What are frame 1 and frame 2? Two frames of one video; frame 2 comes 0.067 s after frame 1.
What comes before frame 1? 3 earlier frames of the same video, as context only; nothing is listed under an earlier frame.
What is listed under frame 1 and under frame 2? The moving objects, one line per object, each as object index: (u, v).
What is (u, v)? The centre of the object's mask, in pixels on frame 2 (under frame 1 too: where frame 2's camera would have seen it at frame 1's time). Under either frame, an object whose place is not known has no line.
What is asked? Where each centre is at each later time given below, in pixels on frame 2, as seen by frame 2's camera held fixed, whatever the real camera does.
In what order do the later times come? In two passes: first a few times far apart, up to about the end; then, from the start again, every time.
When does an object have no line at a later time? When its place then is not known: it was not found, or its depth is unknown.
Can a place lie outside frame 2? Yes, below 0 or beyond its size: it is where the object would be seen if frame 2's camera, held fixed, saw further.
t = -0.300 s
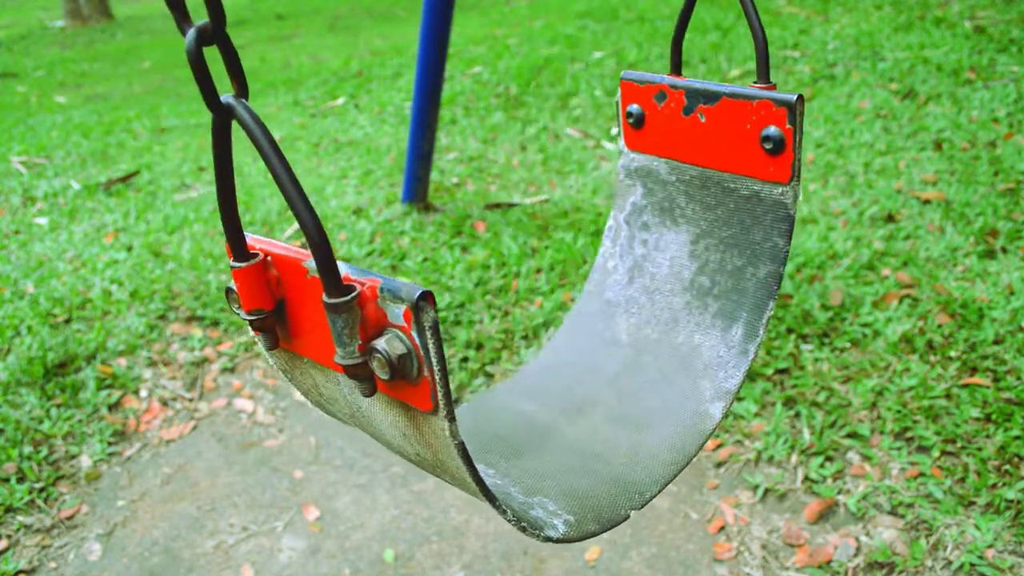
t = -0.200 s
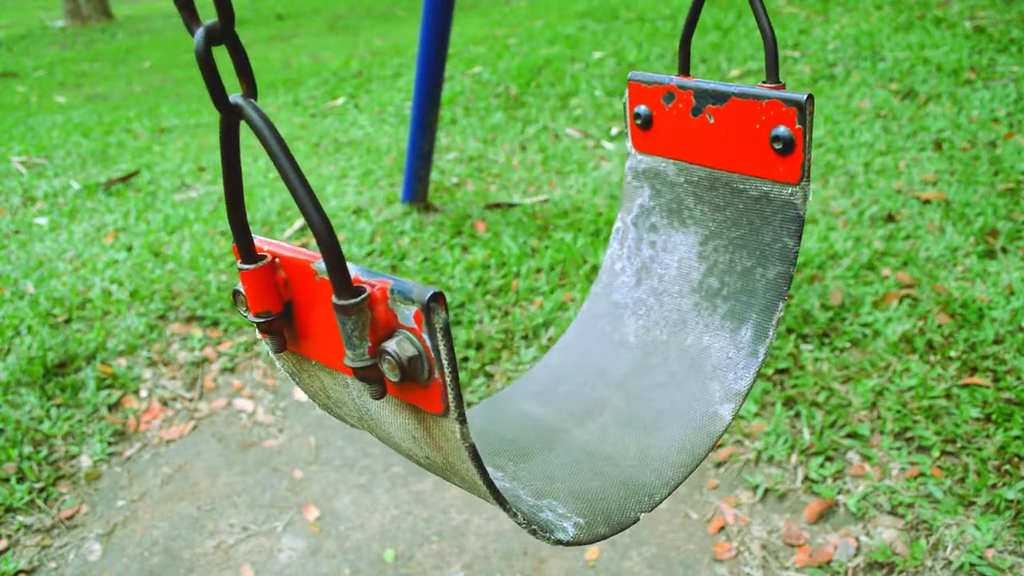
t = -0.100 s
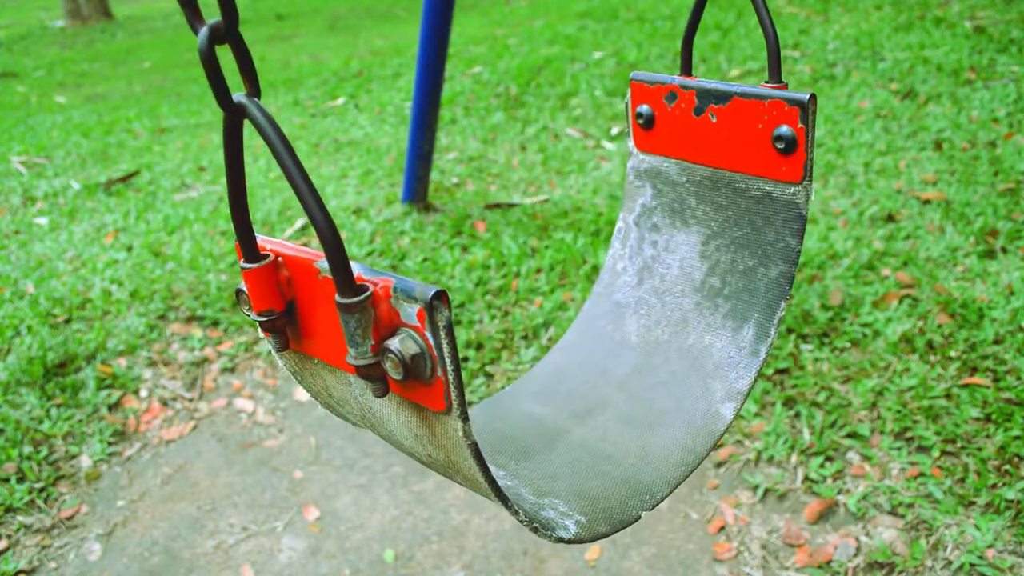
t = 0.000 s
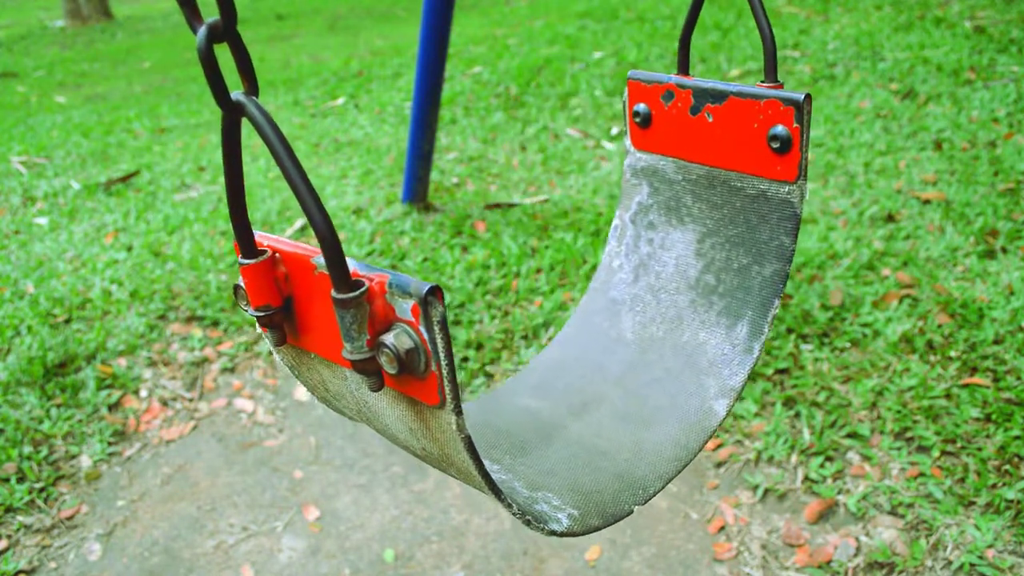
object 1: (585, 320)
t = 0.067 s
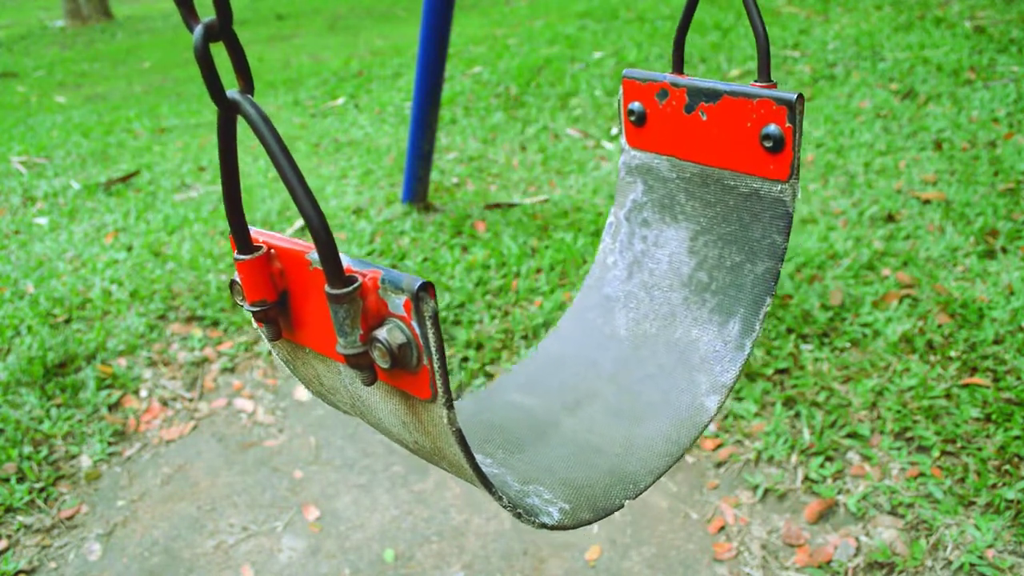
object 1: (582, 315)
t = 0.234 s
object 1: (554, 304)
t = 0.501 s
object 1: (503, 282)
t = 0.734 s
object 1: (467, 269)
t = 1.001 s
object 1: (451, 266)
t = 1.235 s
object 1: (470, 276)
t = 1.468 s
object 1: (504, 293)
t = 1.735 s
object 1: (558, 311)
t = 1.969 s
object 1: (587, 320)
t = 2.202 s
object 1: (589, 314)
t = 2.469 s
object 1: (552, 298)
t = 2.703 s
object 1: (507, 281)
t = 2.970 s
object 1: (465, 267)
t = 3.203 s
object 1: (455, 265)
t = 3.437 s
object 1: (470, 274)
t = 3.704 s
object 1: (514, 293)
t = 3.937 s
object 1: (555, 310)
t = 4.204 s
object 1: (590, 318)
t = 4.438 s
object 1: (582, 313)
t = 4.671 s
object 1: (551, 299)
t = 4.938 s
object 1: (501, 280)
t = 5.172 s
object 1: (464, 269)
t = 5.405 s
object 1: (453, 267)
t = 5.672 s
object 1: (473, 277)
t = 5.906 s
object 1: (517, 292)
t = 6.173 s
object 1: (568, 309)
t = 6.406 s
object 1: (590, 316)
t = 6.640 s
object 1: (585, 311)
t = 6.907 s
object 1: (542, 297)
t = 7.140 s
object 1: (497, 282)
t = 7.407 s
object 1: (464, 271)
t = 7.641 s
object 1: (454, 269)
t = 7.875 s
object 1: (474, 278)
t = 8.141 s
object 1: (520, 294)
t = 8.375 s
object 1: (567, 308)
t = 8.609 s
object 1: (589, 315)
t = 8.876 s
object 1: (576, 311)
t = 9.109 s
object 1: (540, 299)
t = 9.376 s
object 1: (492, 283)
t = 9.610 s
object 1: (466, 271)
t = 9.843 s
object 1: (461, 269)
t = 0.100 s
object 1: (574, 314)
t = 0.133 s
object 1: (571, 312)
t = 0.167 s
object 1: (569, 309)
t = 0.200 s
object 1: (559, 307)
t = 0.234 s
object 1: (554, 304)
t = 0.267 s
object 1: (550, 301)
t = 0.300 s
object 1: (541, 298)
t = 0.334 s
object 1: (538, 295)
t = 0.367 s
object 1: (528, 293)
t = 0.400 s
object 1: (525, 290)
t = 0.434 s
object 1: (515, 287)
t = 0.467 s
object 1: (510, 285)
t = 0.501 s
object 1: (503, 282)
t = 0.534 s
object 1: (497, 280)
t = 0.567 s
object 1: (494, 278)
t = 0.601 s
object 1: (486, 275)
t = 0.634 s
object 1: (481, 273)
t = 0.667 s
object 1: (479, 272)
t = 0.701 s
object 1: (472, 270)
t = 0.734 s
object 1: (467, 269)
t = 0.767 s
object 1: (465, 267)
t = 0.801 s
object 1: (463, 267)
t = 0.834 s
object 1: (461, 266)
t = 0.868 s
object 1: (458, 265)
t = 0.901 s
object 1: (457, 265)
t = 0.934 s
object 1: (452, 265)
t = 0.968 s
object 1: (451, 265)
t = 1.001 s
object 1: (451, 266)
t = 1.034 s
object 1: (452, 267)
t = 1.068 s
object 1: (452, 267)
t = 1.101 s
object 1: (454, 269)
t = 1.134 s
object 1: (459, 270)
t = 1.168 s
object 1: (460, 272)
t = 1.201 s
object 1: (466, 273)
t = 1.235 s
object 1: (470, 276)
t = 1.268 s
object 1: (470, 278)
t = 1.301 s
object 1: (474, 280)
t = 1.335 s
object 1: (483, 283)
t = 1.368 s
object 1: (489, 285)
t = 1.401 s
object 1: (491, 288)
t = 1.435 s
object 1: (500, 290)
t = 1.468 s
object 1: (504, 293)
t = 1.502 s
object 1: (510, 296)
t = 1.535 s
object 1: (517, 298)
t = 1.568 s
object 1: (523, 301)
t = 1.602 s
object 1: (530, 303)
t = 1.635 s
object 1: (537, 306)
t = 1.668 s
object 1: (545, 308)
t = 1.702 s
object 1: (550, 310)
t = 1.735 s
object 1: (558, 311)
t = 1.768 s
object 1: (561, 314)
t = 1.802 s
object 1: (570, 315)
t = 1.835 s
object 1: (572, 316)
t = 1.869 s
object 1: (576, 318)
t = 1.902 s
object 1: (583, 318)
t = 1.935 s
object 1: (584, 319)
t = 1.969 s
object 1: (587, 320)
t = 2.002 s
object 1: (591, 319)
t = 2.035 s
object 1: (592, 319)
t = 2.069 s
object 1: (593, 319)
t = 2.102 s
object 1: (593, 318)
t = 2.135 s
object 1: (592, 317)
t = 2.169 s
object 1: (591, 316)
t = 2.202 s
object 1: (589, 314)
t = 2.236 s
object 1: (583, 313)
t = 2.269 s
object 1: (581, 312)
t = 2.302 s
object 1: (576, 310)
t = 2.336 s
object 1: (570, 308)
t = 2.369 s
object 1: (566, 305)
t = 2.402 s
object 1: (564, 303)
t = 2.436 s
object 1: (555, 301)
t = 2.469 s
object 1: (552, 298)
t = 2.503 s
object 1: (543, 296)
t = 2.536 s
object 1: (536, 293)
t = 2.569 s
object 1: (530, 290)
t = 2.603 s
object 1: (524, 288)
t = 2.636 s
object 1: (520, 285)
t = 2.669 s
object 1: (511, 283)
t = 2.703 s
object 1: (507, 281)
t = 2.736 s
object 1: (498, 279)
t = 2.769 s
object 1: (495, 276)
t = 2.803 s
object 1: (491, 274)
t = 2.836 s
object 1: (483, 273)
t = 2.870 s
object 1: (480, 271)
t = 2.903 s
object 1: (476, 270)
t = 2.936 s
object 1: (469, 268)
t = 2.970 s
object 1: (465, 267)
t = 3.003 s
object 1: (463, 266)
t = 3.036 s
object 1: (459, 266)
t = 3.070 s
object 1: (456, 265)
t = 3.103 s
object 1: (456, 265)
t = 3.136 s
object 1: (457, 264)
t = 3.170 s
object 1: (456, 265)
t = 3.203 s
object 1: (455, 265)
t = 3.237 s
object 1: (456, 266)
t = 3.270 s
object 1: (454, 267)
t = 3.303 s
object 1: (456, 268)
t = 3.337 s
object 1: (461, 269)
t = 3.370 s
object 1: (461, 271)
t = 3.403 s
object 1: (467, 272)
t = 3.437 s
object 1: (470, 274)
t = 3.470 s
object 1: (472, 276)
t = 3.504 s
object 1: (476, 279)
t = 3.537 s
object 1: (484, 281)
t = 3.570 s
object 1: (487, 283)
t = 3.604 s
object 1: (493, 286)
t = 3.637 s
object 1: (501, 288)
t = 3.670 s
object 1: (505, 291)
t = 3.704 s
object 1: (514, 293)
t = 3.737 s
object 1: (518, 296)
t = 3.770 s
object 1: (527, 299)
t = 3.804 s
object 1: (531, 301)
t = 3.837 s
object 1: (541, 303)
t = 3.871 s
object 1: (543, 306)
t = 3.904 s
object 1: (549, 308)
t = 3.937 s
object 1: (555, 310)
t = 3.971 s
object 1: (560, 312)
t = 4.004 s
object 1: (569, 313)
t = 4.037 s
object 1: (571, 315)
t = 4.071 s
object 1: (578, 316)
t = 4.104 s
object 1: (579, 317)
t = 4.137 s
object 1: (583, 318)
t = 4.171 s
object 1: (586, 319)
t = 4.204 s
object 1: (590, 318)
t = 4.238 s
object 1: (591, 318)
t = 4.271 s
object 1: (591, 318)
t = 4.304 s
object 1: (591, 318)
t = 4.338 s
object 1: (591, 317)
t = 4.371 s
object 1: (589, 316)
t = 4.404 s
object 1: (585, 315)
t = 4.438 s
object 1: (582, 313)
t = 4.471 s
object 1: (579, 312)
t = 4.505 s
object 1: (577, 309)
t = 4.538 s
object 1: (570, 308)
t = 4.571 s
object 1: (568, 305)
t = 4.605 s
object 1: (560, 304)
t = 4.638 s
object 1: (554, 301)
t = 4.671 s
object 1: (551, 299)
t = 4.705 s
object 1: (542, 297)
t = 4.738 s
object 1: (538, 294)
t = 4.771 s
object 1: (530, 292)
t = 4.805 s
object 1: (526, 289)
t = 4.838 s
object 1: (517, 287)
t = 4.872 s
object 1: (511, 285)
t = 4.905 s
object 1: (507, 282)
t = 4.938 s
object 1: (501, 280)
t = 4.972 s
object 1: (495, 278)
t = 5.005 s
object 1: (487, 276)
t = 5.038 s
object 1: (482, 275)
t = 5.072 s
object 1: (480, 273)
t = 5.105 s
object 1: (472, 272)
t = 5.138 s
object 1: (471, 270)
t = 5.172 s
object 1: (464, 269)
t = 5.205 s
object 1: (464, 268)
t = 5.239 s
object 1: (459, 267)
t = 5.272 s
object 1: (460, 267)
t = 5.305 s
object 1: (458, 266)
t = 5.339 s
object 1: (454, 266)
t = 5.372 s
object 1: (453, 266)
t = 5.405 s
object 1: (453, 267)
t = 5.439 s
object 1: (454, 268)
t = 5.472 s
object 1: (455, 268)
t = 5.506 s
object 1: (460, 269)
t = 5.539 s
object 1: (462, 270)
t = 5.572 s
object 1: (465, 272)
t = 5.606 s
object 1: (468, 273)
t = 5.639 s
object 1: (469, 275)
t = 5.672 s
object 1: (473, 277)
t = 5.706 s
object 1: (482, 279)
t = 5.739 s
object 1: (486, 281)
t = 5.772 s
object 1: (488, 284)
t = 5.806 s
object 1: (494, 286)
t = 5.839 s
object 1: (500, 288)
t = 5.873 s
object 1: (507, 290)
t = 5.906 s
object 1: (517, 292)
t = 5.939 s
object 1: (520, 295)
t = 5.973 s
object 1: (529, 297)
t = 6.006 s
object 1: (534, 300)
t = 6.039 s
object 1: (543, 301)
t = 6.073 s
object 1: (546, 304)
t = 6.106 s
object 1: (555, 305)
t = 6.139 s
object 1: (558, 307)
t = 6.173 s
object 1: (568, 309)
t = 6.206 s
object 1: (569, 311)
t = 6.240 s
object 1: (576, 312)
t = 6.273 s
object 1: (578, 313)
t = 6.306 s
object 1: (582, 314)
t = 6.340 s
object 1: (587, 314)
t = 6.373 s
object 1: (590, 315)
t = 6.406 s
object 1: (590, 316)
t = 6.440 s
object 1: (590, 316)
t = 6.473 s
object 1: (591, 315)
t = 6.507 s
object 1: (590, 315)
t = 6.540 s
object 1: (590, 315)
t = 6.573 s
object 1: (588, 314)
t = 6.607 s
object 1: (588, 312)
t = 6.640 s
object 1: (585, 311)
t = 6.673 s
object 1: (579, 310)
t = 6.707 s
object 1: (575, 309)
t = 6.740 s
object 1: (570, 307)
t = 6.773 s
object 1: (565, 305)
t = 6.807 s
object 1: (563, 303)
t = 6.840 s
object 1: (554, 301)
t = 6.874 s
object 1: (551, 299)
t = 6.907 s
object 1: (542, 297)
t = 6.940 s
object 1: (538, 295)
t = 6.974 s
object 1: (529, 293)
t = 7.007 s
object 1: (525, 291)
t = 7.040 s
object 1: (516, 289)
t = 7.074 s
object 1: (513, 286)
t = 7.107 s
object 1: (503, 284)
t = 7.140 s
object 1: (497, 282)
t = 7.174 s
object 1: (492, 281)
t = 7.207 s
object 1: (486, 279)
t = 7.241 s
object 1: (484, 277)
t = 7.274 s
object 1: (477, 276)
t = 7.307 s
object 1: (475, 274)
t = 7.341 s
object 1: (468, 273)
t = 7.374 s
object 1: (467, 271)
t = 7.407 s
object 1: (464, 271)
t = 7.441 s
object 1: (462, 270)
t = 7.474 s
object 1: (459, 269)
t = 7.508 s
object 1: (455, 269)
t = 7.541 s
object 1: (454, 269)
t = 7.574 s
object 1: (453, 269)
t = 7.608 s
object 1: (453, 269)
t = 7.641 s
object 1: (454, 269)
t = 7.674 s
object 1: (455, 270)
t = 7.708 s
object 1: (457, 271)
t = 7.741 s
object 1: (460, 272)
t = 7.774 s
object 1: (466, 273)
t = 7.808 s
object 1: (469, 274)
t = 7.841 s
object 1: (470, 276)
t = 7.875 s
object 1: (474, 278)
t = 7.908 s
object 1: (480, 279)
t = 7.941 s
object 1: (484, 281)
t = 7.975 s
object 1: (489, 283)
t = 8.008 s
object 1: (499, 285)
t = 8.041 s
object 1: (502, 287)
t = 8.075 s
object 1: (511, 289)
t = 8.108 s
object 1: (514, 292)
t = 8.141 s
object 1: (520, 294)
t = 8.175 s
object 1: (527, 296)
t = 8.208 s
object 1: (534, 299)
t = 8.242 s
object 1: (539, 301)
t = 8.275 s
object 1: (546, 303)
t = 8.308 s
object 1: (552, 304)
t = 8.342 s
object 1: (557, 306)
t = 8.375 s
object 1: (567, 308)
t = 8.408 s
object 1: (567, 310)
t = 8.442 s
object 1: (572, 311)
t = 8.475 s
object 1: (579, 312)
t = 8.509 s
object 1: (580, 313)
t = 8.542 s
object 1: (582, 314)
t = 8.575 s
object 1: (587, 314)
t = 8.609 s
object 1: (589, 315)
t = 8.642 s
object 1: (590, 315)
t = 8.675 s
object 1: (590, 315)
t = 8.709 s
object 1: (590, 315)
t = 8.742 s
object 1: (589, 315)
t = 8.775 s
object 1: (587, 314)
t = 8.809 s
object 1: (582, 314)
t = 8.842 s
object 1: (580, 313)
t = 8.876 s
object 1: (576, 311)
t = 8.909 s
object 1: (572, 310)
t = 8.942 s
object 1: (568, 308)
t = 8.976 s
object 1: (566, 306)
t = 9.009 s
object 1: (557, 305)
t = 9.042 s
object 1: (555, 303)
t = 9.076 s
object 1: (546, 301)
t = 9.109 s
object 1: (540, 299)
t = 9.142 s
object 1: (534, 297)
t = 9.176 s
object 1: (528, 295)
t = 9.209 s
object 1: (524, 293)
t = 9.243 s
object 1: (515, 291)
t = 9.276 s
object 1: (512, 288)
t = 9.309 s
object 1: (503, 286)
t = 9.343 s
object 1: (501, 284)
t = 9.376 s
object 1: (492, 283)
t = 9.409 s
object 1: (490, 280)
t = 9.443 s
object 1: (485, 279)
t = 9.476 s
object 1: (477, 277)
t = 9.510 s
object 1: (476, 275)
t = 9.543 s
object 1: (472, 274)
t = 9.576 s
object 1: (468, 272)
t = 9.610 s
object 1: (466, 271)
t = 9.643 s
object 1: (461, 271)
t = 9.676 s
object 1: (462, 270)
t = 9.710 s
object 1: (461, 269)
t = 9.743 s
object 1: (460, 269)
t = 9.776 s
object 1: (459, 269)
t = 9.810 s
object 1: (460, 269)
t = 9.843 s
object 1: (461, 269)
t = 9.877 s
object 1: (462, 270)
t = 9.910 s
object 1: (464, 270)
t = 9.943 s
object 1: (466, 271)
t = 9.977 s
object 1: (469, 272)
